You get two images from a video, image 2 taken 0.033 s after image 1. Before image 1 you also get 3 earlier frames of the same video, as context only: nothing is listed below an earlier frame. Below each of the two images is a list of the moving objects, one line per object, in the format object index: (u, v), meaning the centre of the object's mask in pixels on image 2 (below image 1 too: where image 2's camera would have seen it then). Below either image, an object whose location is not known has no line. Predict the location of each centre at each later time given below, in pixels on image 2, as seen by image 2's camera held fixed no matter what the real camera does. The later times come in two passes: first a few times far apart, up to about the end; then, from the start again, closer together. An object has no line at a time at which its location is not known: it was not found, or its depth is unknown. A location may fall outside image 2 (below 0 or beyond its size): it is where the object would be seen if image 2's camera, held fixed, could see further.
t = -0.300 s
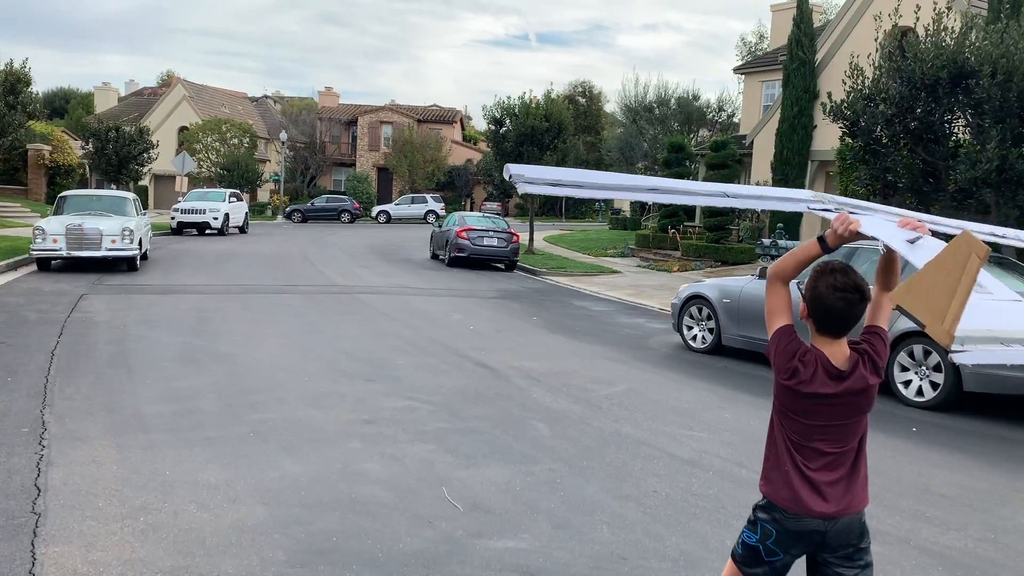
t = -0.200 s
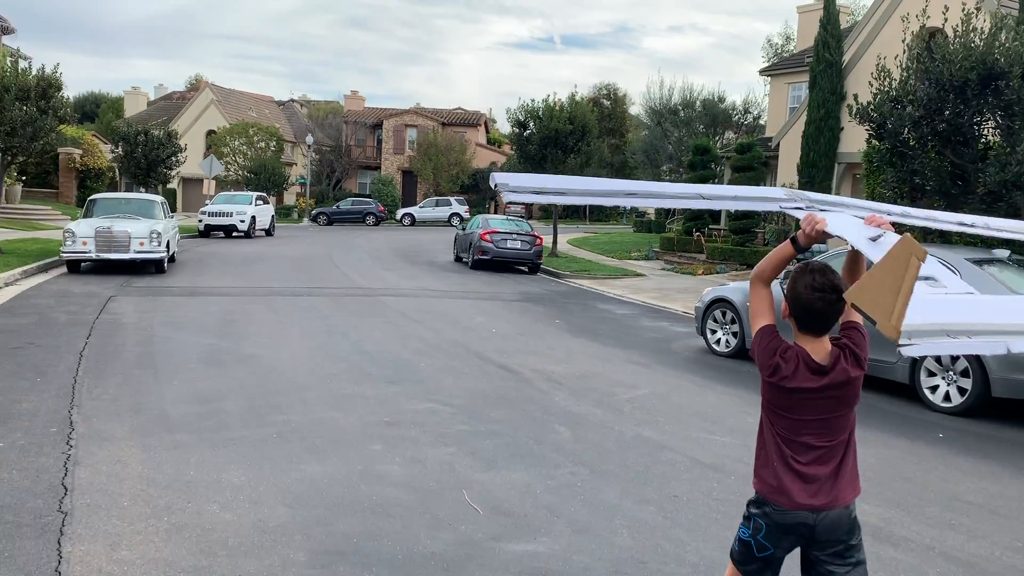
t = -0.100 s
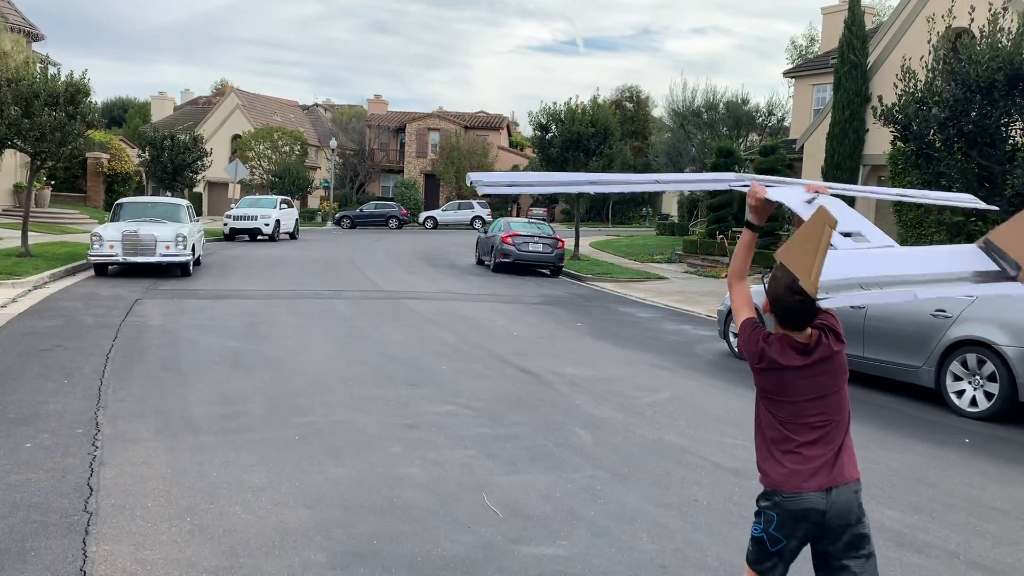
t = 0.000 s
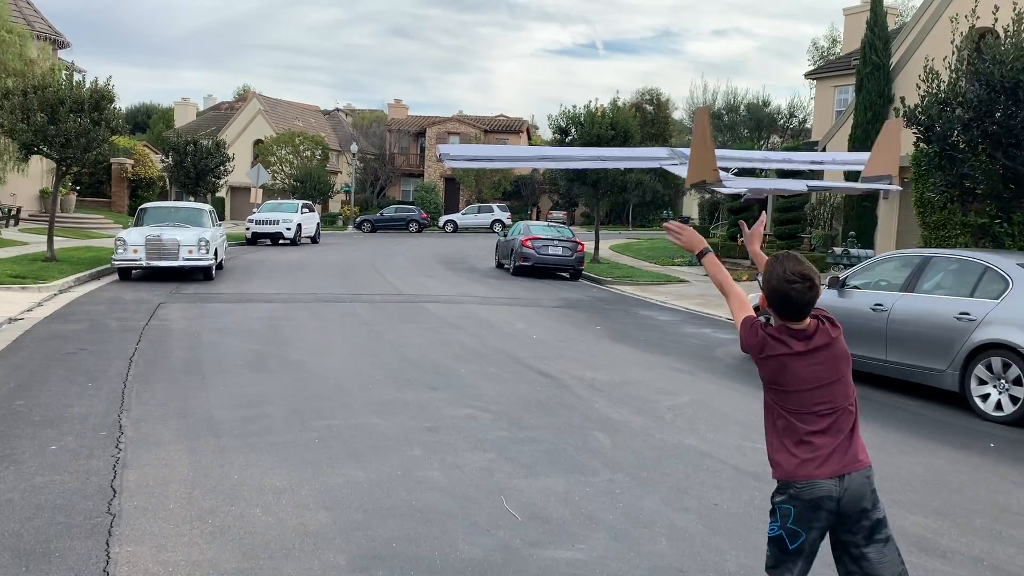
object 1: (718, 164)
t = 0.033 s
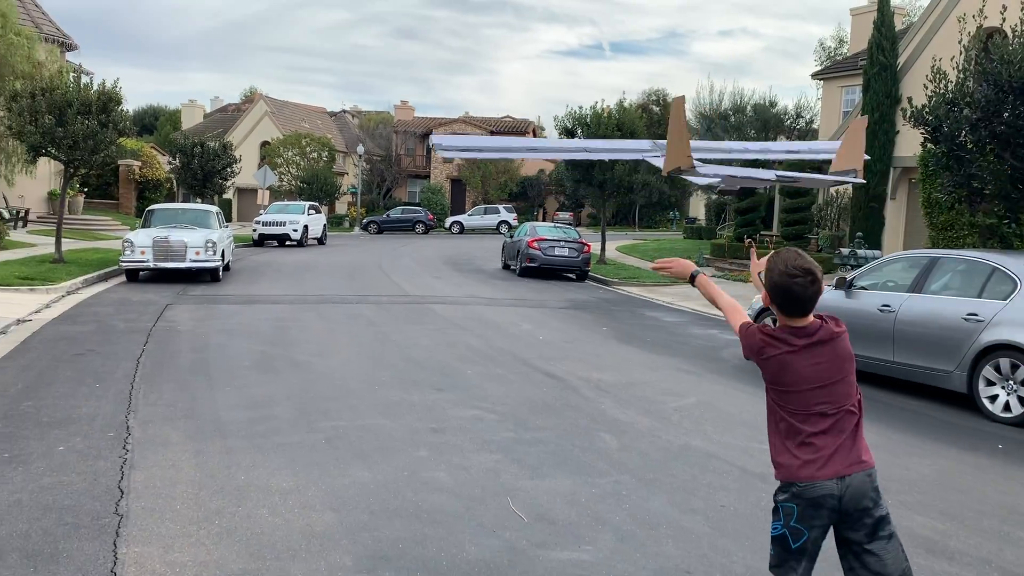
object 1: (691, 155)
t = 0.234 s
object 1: (579, 116)
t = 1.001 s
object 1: (399, 86)
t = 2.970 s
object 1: (339, 485)
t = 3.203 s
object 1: (337, 485)
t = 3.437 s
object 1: (336, 485)
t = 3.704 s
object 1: (336, 485)
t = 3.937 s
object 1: (336, 485)
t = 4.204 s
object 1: (336, 485)
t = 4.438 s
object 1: (337, 485)
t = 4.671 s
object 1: (337, 485)
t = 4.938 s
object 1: (336, 485)
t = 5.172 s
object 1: (337, 485)
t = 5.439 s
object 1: (337, 485)
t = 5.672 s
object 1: (337, 485)
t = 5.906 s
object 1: (337, 485)
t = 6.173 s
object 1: (337, 485)
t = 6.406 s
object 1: (337, 485)
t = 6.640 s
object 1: (338, 485)
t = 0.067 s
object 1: (671, 148)
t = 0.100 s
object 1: (660, 145)
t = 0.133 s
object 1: (647, 141)
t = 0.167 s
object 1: (628, 134)
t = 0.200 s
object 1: (608, 125)
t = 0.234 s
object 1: (579, 116)
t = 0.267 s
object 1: (565, 108)
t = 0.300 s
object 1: (553, 101)
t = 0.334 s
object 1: (540, 93)
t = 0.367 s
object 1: (530, 84)
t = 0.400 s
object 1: (519, 76)
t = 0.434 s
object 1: (506, 68)
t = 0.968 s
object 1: (402, 78)
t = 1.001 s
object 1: (399, 86)
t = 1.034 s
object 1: (396, 96)
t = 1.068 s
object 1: (391, 110)
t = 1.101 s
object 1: (384, 128)
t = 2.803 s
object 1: (340, 485)
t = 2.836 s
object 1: (340, 485)
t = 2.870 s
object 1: (339, 485)
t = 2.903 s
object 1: (339, 485)
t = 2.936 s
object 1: (339, 485)
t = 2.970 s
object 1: (339, 485)
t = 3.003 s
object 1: (338, 485)
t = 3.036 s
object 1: (338, 485)
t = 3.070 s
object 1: (338, 485)
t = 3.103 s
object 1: (338, 485)
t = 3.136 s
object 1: (337, 485)
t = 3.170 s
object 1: (337, 485)
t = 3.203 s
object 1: (337, 485)
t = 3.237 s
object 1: (337, 485)
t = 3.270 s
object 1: (336, 485)
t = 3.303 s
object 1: (336, 485)
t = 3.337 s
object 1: (336, 485)
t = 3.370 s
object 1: (336, 485)
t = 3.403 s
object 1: (336, 485)
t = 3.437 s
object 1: (336, 485)
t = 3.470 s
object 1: (336, 485)
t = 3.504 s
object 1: (336, 485)
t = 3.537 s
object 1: (336, 485)
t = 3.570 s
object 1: (336, 485)
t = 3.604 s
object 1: (336, 485)
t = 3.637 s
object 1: (336, 485)
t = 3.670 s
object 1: (336, 485)
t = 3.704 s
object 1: (336, 485)
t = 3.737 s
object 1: (336, 485)
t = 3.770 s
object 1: (336, 485)
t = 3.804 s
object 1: (336, 485)
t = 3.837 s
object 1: (336, 485)
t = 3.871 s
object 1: (336, 485)
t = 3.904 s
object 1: (336, 485)
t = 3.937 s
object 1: (336, 485)
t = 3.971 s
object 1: (336, 485)
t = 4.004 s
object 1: (336, 485)
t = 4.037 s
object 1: (336, 485)
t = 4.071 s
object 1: (336, 485)
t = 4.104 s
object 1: (336, 485)
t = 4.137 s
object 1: (336, 485)
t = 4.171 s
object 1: (336, 485)
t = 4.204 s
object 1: (336, 485)
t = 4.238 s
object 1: (336, 485)
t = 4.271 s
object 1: (336, 485)
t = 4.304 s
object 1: (337, 485)
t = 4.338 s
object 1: (336, 485)
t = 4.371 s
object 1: (336, 485)
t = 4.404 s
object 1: (337, 485)
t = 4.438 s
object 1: (337, 485)
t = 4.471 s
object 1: (337, 485)
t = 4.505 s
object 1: (337, 485)
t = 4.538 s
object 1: (337, 485)
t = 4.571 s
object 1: (337, 485)
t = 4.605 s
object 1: (337, 485)
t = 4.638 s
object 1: (337, 485)
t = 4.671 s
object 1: (337, 485)
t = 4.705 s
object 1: (337, 485)
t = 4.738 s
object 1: (337, 485)
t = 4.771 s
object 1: (336, 485)
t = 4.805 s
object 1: (336, 485)
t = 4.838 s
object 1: (336, 485)
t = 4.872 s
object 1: (336, 485)
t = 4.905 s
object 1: (336, 485)
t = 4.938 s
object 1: (336, 485)
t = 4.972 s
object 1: (336, 485)
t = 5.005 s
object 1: (336, 485)
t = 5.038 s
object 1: (337, 485)
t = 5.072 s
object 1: (337, 485)
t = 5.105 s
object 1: (337, 485)
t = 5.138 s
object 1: (336, 485)
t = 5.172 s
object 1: (337, 485)
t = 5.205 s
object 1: (337, 485)
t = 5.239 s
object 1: (337, 485)
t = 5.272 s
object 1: (337, 485)
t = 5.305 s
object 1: (337, 485)
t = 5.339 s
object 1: (337, 485)
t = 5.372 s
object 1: (337, 485)
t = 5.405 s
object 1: (337, 485)
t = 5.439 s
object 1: (337, 485)
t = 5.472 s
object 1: (337, 485)
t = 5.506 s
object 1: (337, 485)
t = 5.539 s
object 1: (337, 485)
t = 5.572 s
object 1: (337, 485)
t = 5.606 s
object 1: (336, 485)
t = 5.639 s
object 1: (337, 485)
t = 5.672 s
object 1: (337, 485)
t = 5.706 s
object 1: (337, 485)
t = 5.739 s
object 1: (337, 485)
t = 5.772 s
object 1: (337, 485)
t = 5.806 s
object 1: (337, 485)
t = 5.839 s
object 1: (337, 484)
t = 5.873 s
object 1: (337, 485)
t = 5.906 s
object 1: (337, 485)
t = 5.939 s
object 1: (337, 485)
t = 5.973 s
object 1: (338, 485)
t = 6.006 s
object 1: (338, 485)
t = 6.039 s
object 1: (337, 485)
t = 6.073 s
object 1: (337, 485)
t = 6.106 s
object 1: (337, 485)
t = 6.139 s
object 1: (337, 485)
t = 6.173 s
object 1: (337, 485)
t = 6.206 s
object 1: (337, 485)
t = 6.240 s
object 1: (337, 485)
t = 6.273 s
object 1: (337, 485)
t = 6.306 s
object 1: (337, 485)
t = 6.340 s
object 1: (337, 485)
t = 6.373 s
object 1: (337, 485)
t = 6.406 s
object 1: (337, 485)
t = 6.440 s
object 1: (337, 485)
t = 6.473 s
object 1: (337, 485)
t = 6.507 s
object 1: (337, 485)
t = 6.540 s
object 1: (337, 485)
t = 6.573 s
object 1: (338, 485)
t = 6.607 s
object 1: (338, 485)
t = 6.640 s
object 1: (338, 485)
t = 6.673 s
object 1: (337, 485)
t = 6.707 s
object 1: (337, 485)
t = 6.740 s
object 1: (337, 485)
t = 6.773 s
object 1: (337, 485)
